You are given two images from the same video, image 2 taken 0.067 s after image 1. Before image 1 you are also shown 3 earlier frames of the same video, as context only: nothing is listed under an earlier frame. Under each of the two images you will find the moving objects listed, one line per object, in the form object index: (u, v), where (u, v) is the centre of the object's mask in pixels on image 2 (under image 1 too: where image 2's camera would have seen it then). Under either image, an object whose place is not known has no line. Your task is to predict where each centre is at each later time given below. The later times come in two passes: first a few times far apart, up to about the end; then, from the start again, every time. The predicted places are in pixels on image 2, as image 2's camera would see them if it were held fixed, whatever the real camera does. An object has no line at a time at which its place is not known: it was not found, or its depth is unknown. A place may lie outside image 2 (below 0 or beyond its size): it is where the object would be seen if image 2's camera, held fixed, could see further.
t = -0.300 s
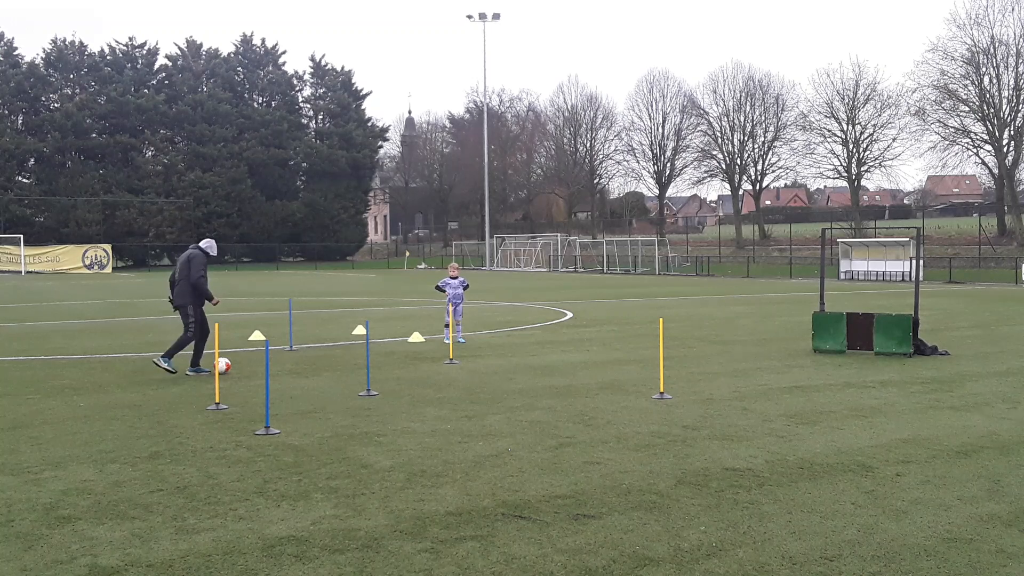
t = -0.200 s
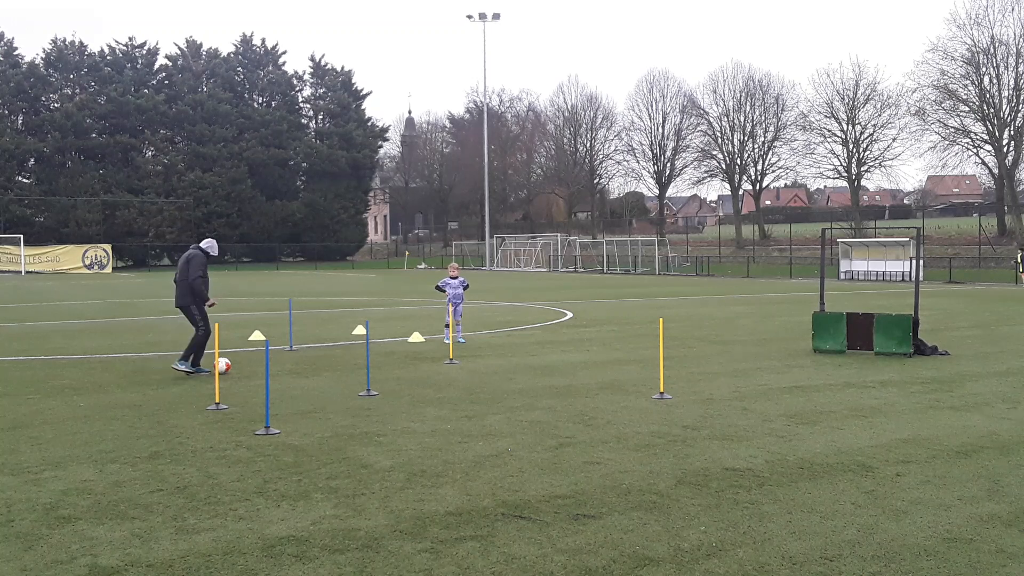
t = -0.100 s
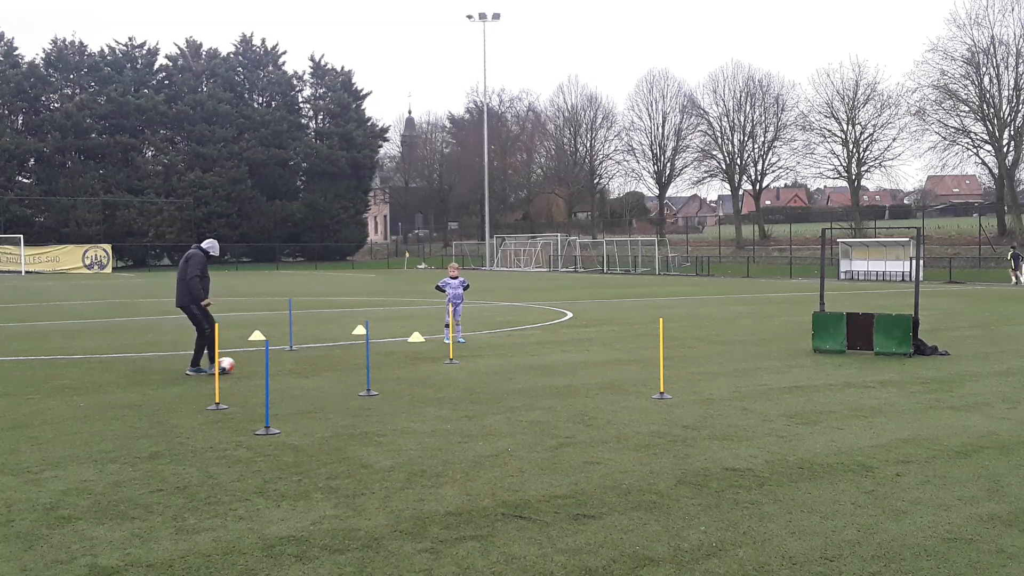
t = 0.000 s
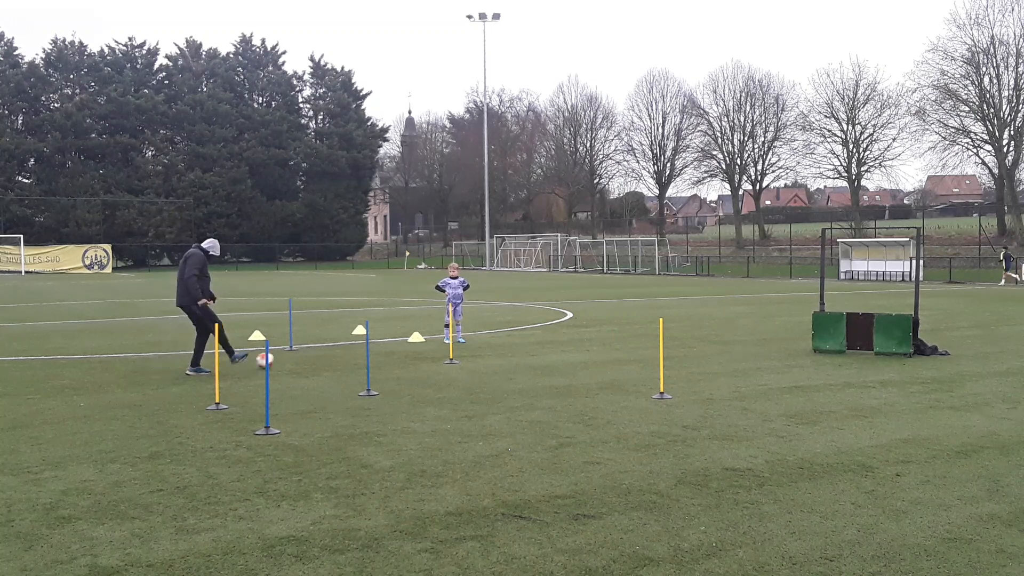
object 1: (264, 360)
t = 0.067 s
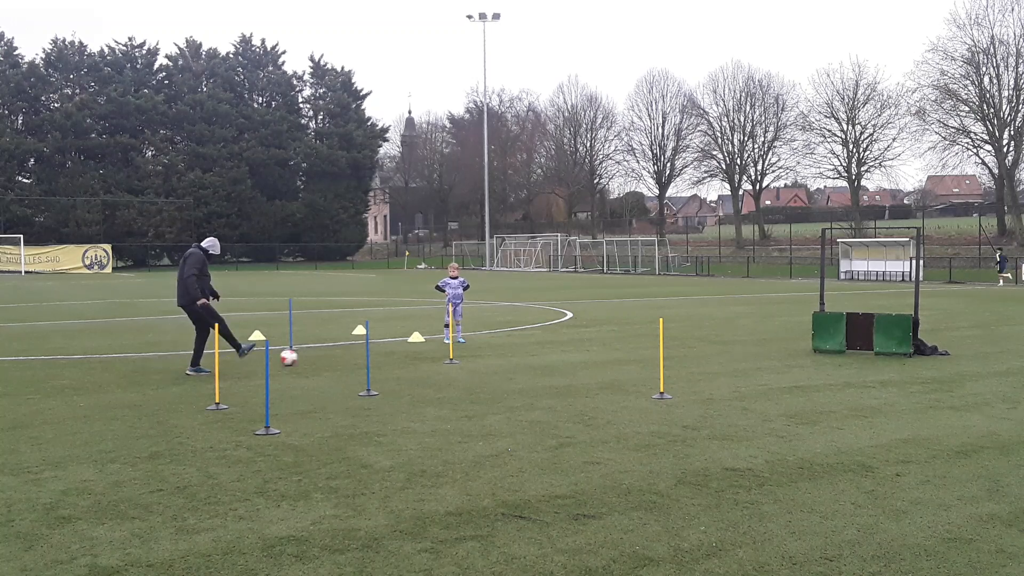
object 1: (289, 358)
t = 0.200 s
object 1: (329, 353)
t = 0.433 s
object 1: (383, 347)
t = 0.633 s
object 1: (417, 343)
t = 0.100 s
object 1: (299, 357)
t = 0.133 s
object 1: (309, 355)
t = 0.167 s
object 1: (319, 353)
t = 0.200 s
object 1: (329, 353)
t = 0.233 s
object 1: (338, 352)
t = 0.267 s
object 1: (346, 350)
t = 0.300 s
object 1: (354, 350)
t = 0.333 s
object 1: (361, 349)
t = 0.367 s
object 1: (370, 348)
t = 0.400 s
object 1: (376, 347)
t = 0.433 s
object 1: (383, 347)
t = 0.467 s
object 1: (389, 346)
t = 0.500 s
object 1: (395, 345)
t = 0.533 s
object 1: (401, 345)
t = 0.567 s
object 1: (406, 344)
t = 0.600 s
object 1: (412, 343)
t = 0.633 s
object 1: (417, 343)
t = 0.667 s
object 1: (423, 343)
